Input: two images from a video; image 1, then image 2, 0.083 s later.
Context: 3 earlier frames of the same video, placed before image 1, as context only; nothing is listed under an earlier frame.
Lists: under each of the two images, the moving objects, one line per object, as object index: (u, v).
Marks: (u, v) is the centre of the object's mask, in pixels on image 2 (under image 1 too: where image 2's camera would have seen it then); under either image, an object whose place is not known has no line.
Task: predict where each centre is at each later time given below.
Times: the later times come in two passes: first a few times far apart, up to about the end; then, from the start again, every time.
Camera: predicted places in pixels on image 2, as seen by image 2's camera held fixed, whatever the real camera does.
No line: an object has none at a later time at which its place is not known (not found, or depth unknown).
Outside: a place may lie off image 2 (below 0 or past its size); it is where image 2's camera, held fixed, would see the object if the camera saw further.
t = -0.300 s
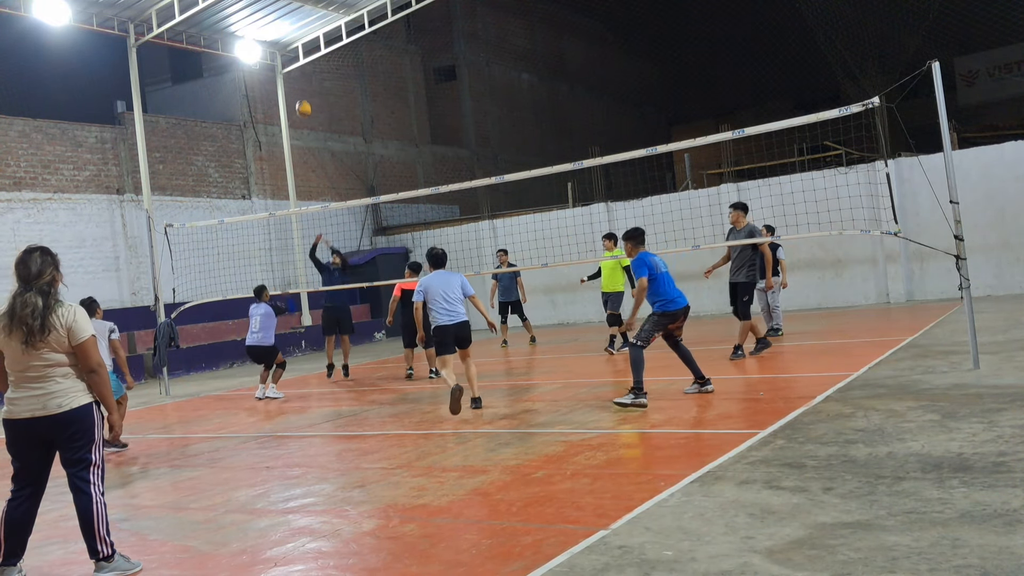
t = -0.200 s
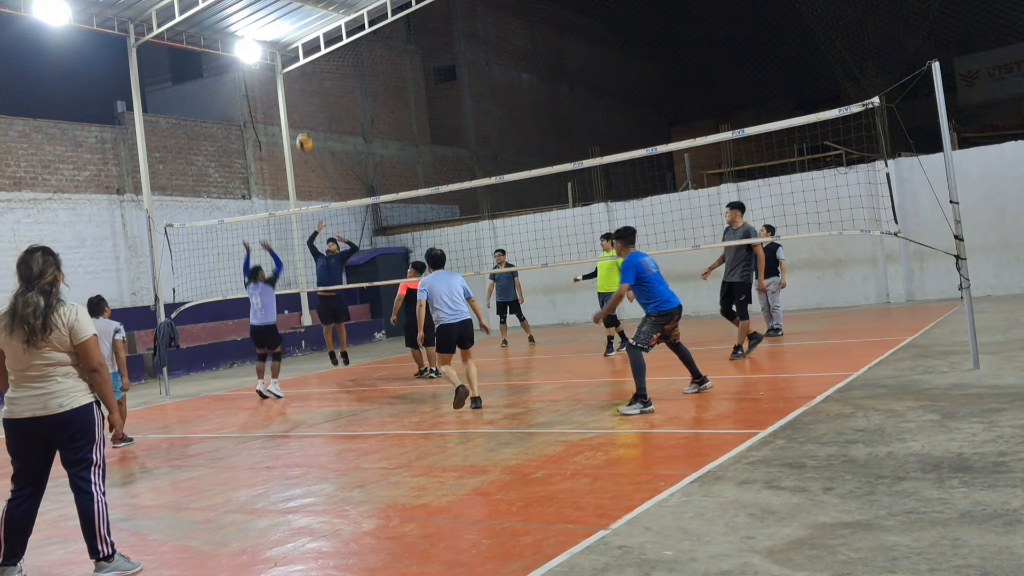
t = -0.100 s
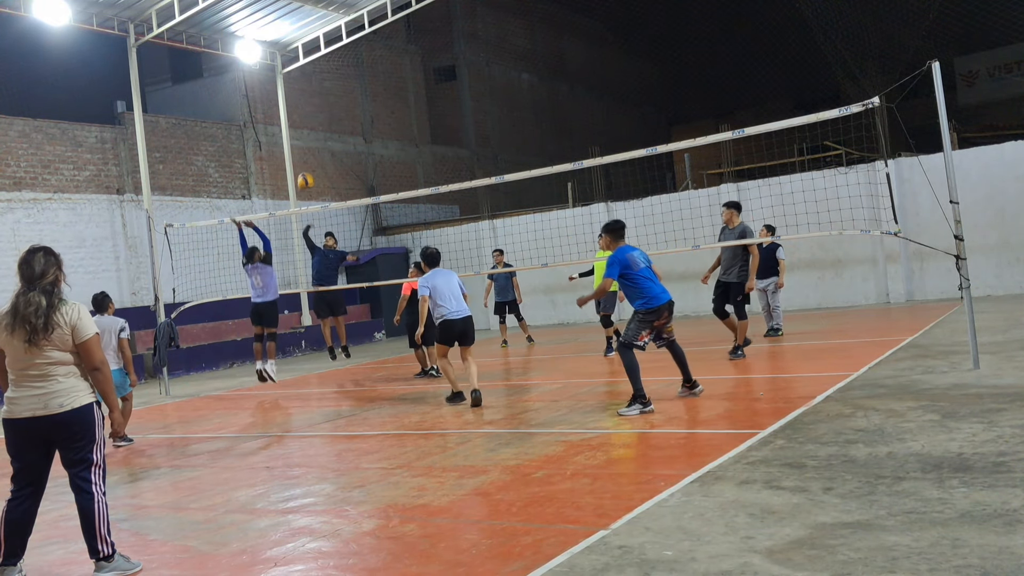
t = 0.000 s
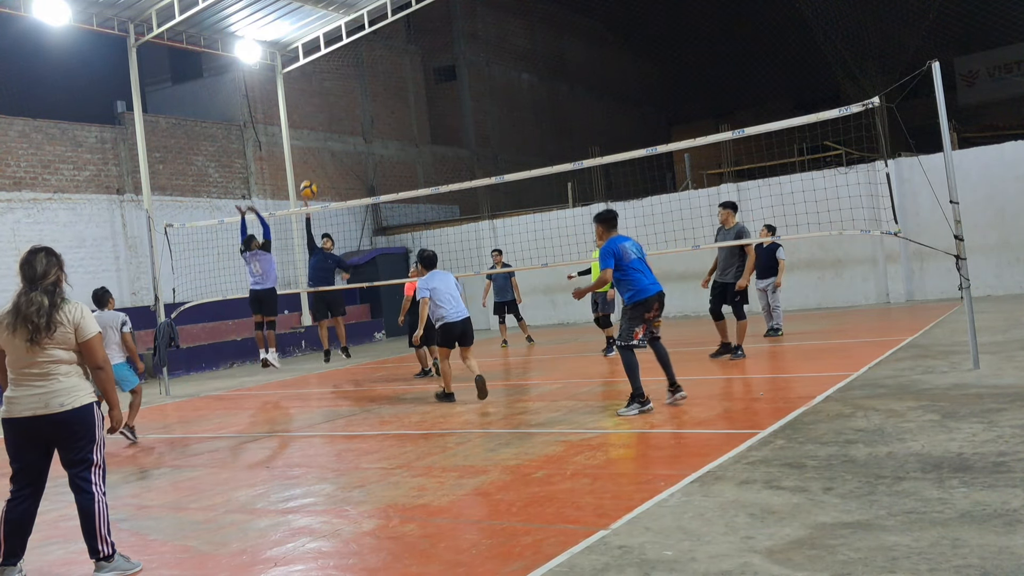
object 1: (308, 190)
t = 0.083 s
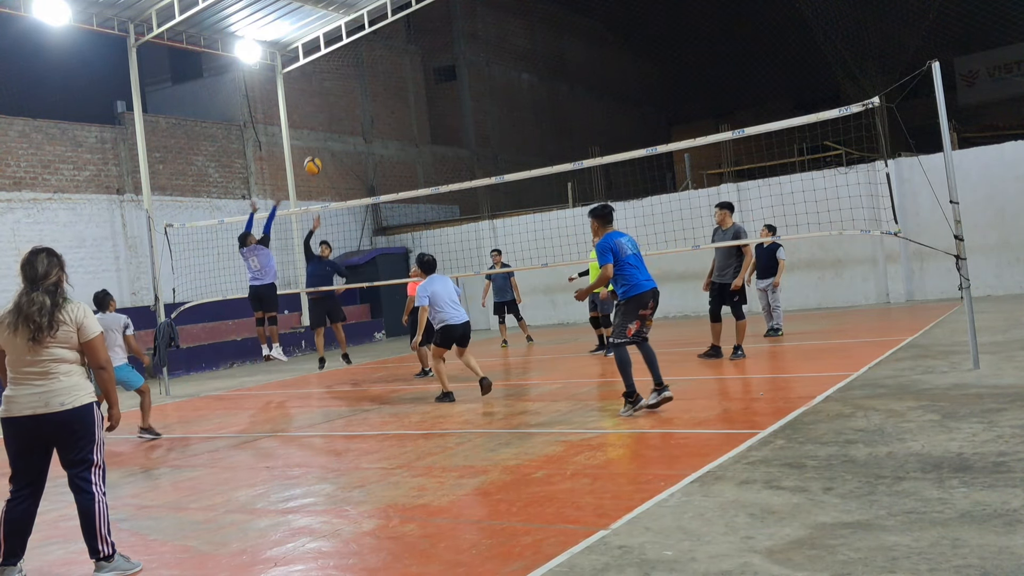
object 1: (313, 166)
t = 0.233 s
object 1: (323, 132)
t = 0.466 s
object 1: (343, 109)
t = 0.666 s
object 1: (371, 138)
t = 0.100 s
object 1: (314, 162)
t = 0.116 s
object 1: (314, 157)
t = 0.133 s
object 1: (315, 153)
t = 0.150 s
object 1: (317, 149)
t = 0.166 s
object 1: (318, 145)
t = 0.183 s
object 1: (319, 142)
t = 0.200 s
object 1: (320, 138)
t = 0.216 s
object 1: (321, 135)
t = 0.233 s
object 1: (323, 132)
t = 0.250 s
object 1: (324, 129)
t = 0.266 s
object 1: (325, 126)
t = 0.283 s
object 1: (326, 123)
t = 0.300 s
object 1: (327, 121)
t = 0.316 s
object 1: (329, 119)
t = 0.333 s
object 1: (330, 117)
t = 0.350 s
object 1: (332, 115)
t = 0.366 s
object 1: (333, 113)
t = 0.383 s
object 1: (334, 112)
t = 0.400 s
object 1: (336, 111)
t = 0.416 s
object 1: (338, 110)
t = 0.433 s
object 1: (339, 110)
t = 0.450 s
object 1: (341, 109)
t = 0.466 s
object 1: (343, 109)
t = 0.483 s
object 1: (345, 109)
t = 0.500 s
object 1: (347, 111)
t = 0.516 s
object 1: (349, 111)
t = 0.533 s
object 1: (351, 113)
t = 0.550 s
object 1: (353, 115)
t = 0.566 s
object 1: (356, 116)
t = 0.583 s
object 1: (358, 119)
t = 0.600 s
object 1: (360, 122)
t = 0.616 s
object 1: (363, 126)
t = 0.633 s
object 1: (365, 129)
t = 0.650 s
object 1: (368, 133)
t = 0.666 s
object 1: (371, 138)
